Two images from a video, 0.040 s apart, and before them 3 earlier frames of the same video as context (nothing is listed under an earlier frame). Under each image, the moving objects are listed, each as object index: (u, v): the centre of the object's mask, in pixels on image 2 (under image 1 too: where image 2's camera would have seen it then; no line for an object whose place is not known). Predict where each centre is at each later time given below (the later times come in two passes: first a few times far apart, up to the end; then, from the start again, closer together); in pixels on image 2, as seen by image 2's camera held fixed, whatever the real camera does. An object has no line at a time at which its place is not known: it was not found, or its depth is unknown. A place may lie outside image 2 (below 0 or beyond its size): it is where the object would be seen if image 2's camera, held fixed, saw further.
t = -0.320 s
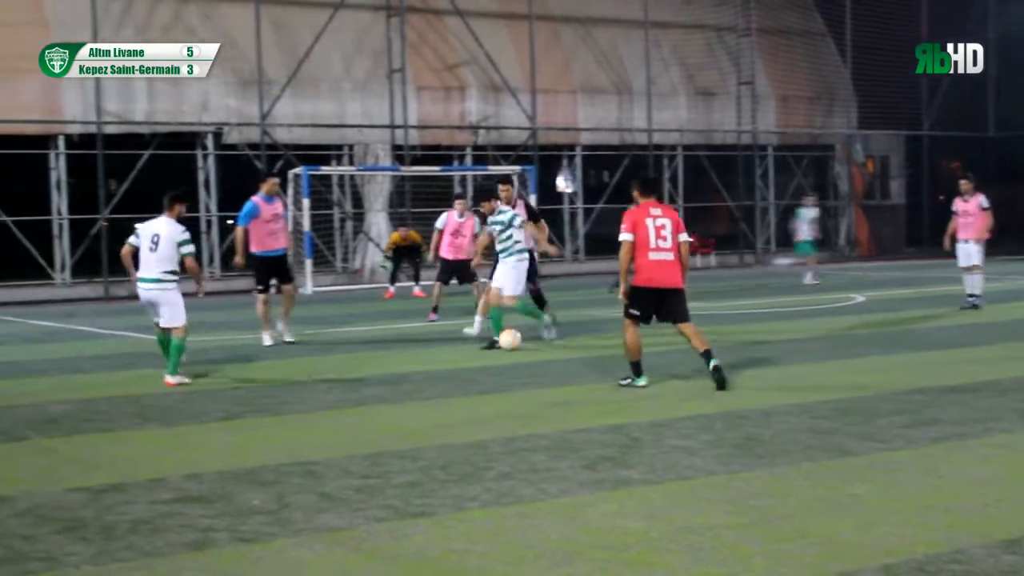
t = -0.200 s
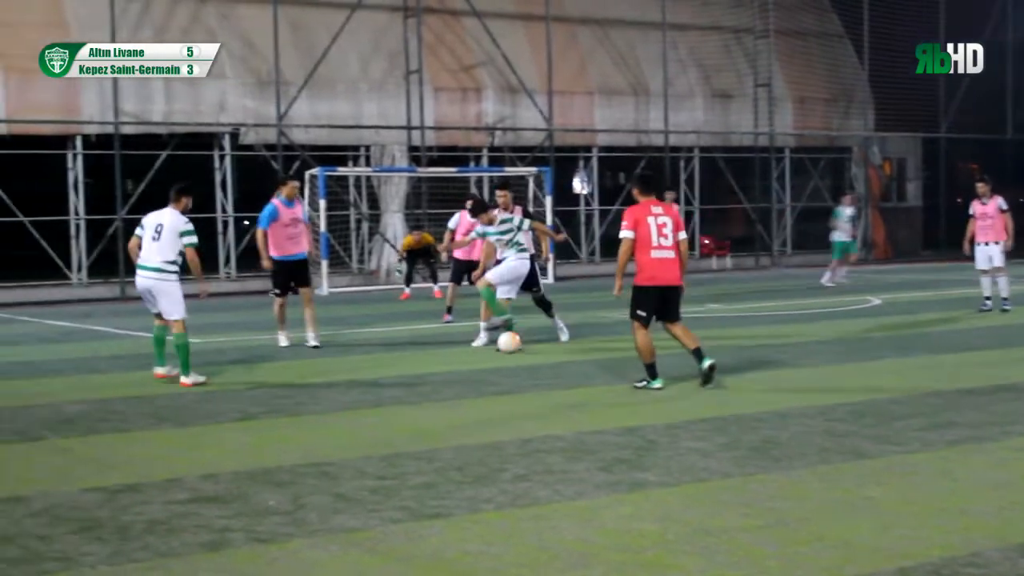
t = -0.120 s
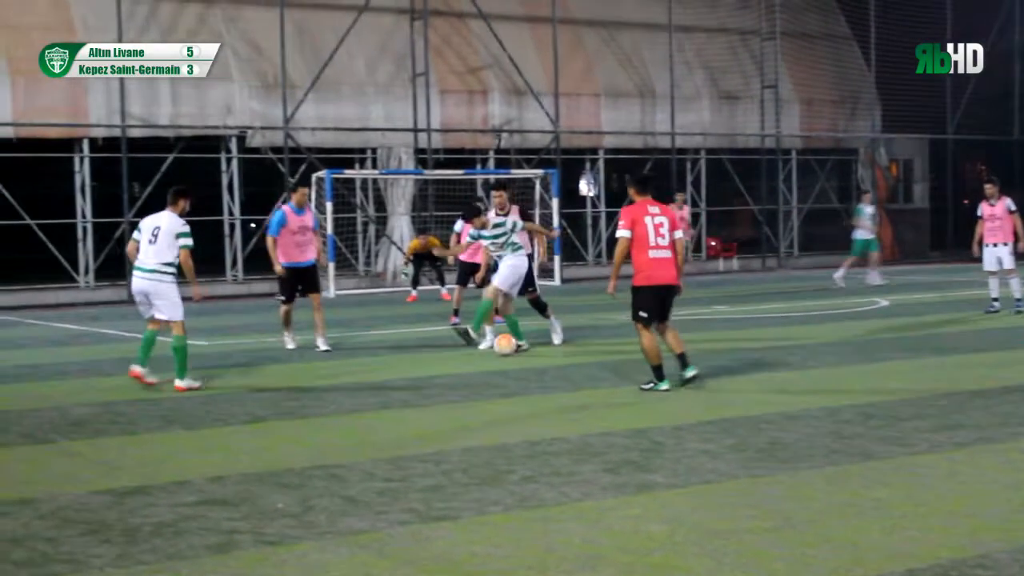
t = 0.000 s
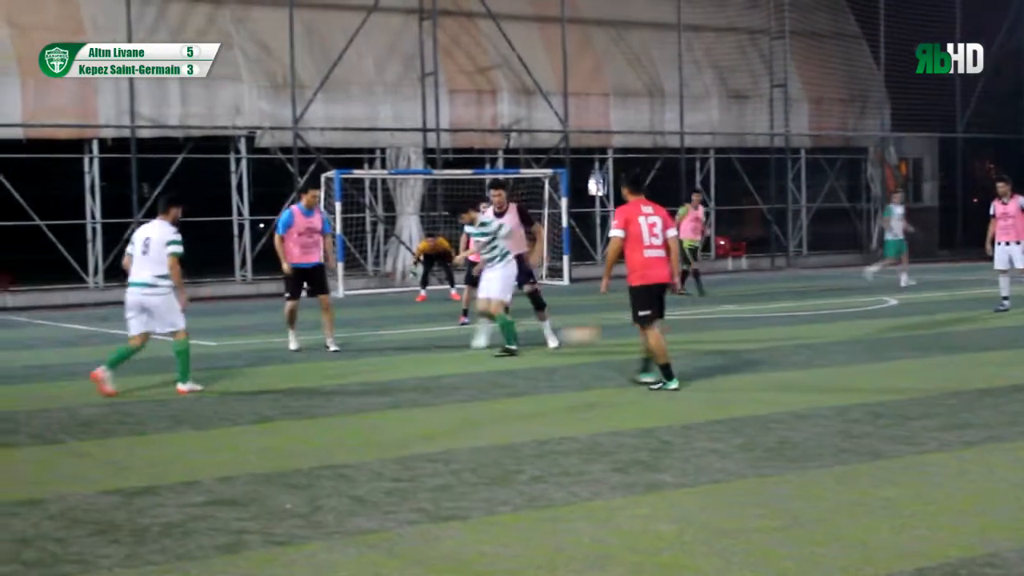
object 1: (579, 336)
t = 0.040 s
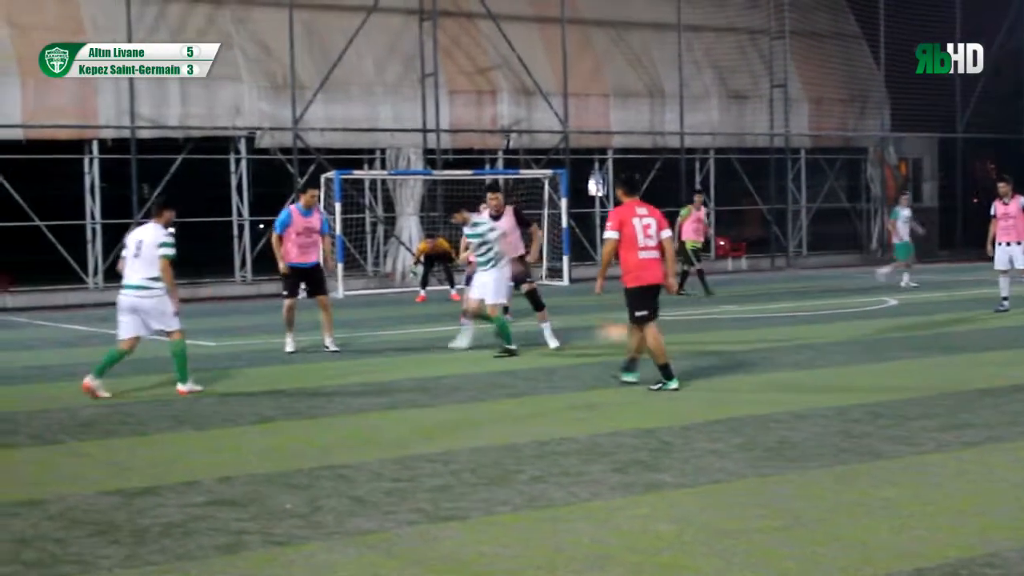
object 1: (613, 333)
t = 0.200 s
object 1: (751, 334)
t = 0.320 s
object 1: (836, 325)
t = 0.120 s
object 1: (685, 331)
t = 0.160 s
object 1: (717, 333)
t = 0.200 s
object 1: (751, 334)
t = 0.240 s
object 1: (779, 330)
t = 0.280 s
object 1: (808, 326)
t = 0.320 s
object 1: (836, 325)
